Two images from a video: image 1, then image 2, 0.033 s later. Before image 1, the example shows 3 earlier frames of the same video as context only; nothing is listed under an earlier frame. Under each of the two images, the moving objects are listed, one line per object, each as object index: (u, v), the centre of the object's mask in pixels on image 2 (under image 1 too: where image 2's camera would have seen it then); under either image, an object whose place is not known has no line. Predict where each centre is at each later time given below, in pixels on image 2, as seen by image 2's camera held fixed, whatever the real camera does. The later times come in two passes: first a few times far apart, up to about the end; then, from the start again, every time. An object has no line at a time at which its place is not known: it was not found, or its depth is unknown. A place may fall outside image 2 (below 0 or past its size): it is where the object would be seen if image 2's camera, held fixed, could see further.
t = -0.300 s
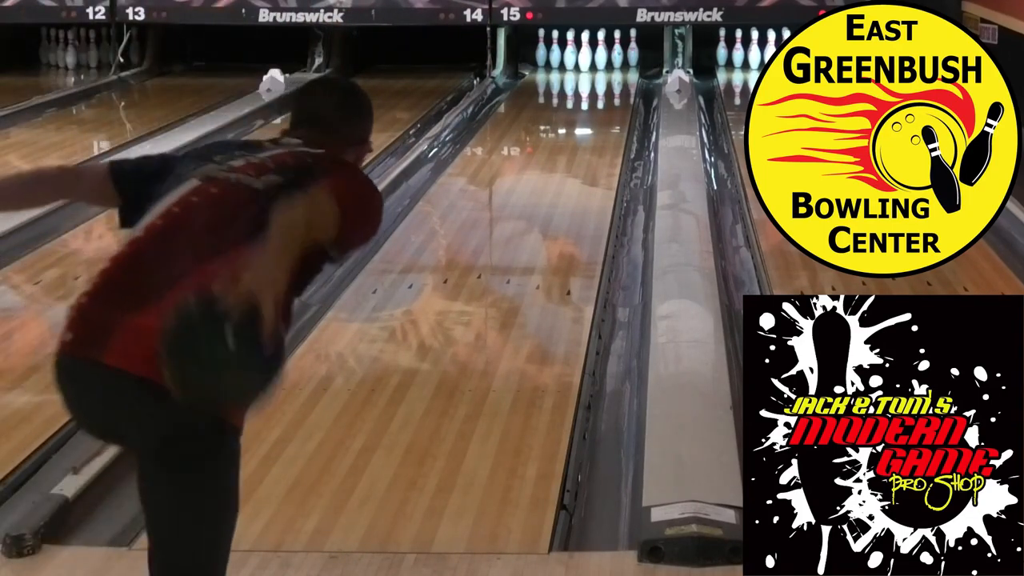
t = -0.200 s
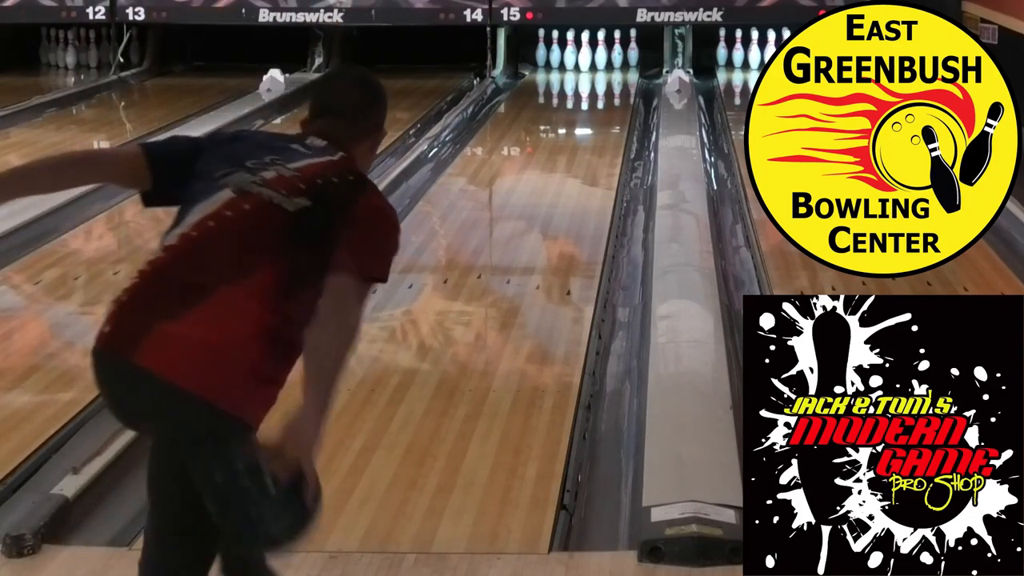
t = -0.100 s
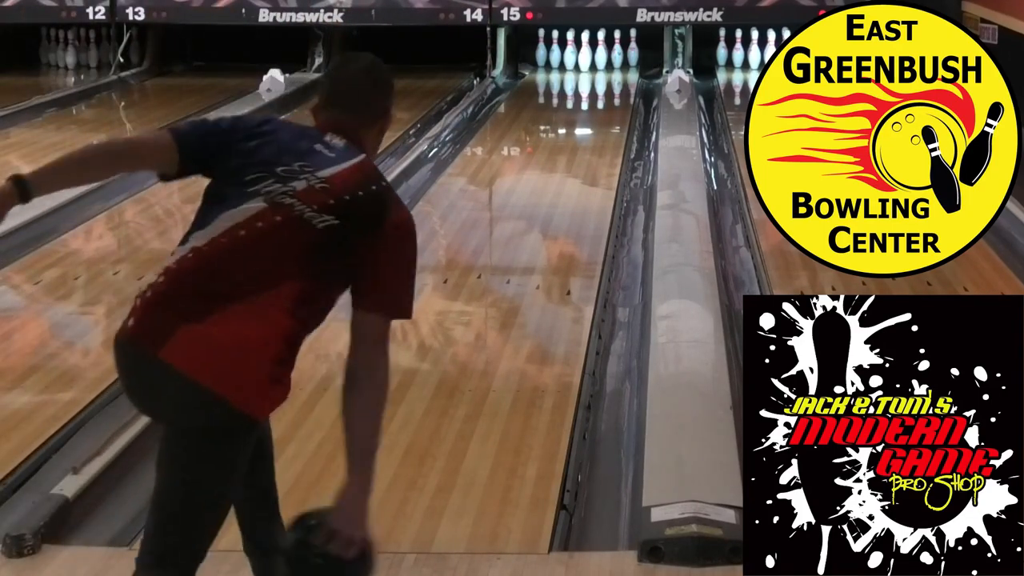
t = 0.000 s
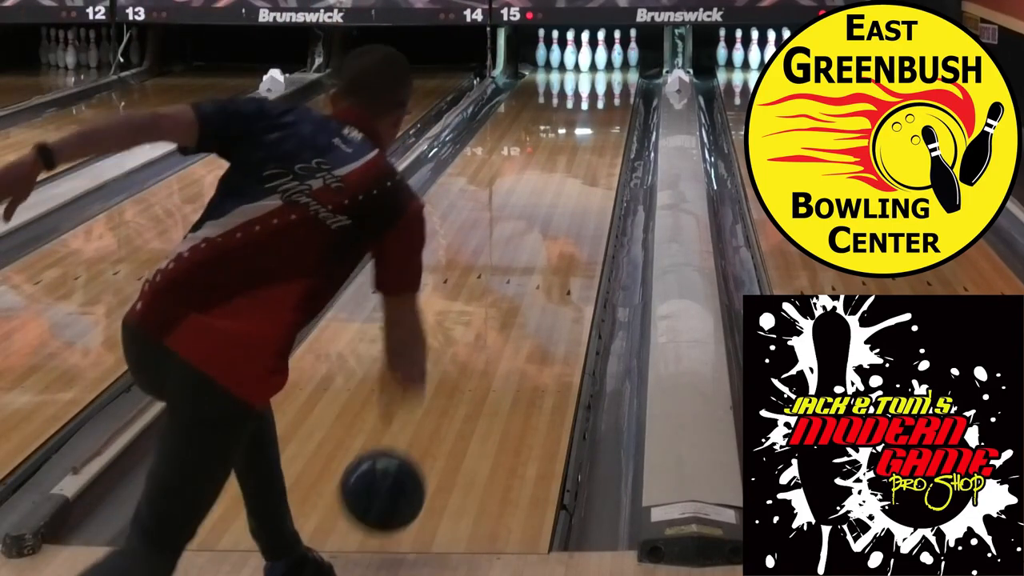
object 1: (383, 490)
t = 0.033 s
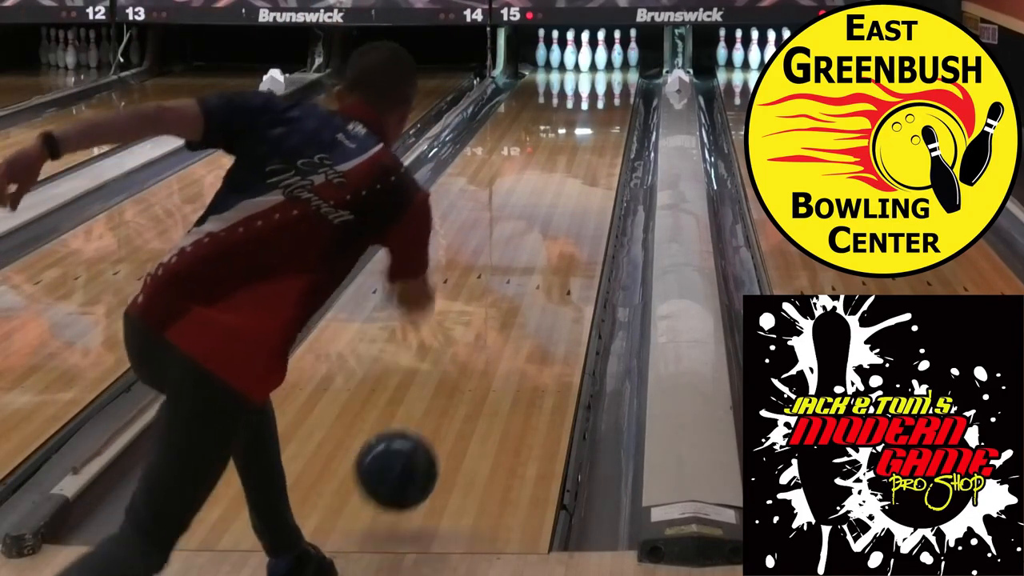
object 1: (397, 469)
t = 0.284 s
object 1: (475, 359)
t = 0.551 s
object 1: (524, 268)
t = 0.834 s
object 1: (557, 203)
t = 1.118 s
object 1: (579, 160)
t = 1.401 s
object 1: (593, 127)
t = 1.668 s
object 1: (601, 104)
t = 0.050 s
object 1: (404, 461)
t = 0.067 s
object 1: (410, 454)
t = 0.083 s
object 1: (416, 448)
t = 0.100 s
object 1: (422, 444)
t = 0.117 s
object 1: (428, 441)
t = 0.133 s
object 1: (434, 433)
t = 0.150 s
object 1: (439, 424)
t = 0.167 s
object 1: (444, 414)
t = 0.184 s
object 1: (449, 406)
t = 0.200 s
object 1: (454, 397)
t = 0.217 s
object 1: (458, 389)
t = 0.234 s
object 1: (462, 381)
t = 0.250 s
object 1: (466, 373)
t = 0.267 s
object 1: (471, 365)
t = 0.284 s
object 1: (475, 359)
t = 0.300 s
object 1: (478, 352)
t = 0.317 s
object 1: (482, 345)
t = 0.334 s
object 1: (486, 338)
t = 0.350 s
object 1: (489, 332)
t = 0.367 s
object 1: (493, 326)
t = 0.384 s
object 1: (496, 320)
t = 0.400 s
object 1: (499, 314)
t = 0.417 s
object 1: (502, 308)
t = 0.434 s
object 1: (505, 303)
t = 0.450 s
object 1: (508, 298)
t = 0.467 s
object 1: (511, 292)
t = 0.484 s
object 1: (513, 287)
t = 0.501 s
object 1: (516, 282)
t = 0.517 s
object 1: (518, 277)
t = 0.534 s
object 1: (521, 272)
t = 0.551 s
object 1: (524, 268)
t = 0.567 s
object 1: (526, 263)
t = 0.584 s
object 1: (528, 259)
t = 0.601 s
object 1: (531, 255)
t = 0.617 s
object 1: (533, 250)
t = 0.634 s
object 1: (535, 246)
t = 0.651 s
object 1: (537, 242)
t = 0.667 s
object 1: (539, 238)
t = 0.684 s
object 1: (541, 234)
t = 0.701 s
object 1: (543, 231)
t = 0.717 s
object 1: (545, 227)
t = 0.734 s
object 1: (547, 223)
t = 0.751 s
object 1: (549, 220)
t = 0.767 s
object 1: (550, 216)
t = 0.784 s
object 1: (552, 213)
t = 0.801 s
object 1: (554, 210)
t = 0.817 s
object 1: (556, 207)
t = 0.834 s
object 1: (557, 203)
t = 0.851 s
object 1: (559, 200)
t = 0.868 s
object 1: (560, 197)
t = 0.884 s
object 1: (562, 194)
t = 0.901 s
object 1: (563, 191)
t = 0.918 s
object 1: (565, 189)
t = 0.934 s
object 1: (566, 186)
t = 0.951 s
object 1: (567, 183)
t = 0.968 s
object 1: (569, 181)
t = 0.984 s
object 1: (570, 178)
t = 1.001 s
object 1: (571, 176)
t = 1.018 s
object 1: (573, 173)
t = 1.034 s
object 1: (574, 171)
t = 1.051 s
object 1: (575, 169)
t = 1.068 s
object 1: (576, 166)
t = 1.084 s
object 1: (577, 164)
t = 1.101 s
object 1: (578, 162)
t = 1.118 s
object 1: (579, 160)
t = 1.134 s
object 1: (580, 158)
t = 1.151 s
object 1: (581, 155)
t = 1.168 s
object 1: (582, 153)
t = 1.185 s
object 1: (583, 151)
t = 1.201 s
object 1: (584, 150)
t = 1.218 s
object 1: (585, 147)
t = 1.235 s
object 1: (586, 145)
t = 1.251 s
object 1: (587, 143)
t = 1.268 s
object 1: (587, 141)
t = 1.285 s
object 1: (588, 139)
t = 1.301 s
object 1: (589, 137)
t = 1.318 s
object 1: (590, 136)
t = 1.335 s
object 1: (590, 134)
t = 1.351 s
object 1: (591, 132)
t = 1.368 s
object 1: (592, 130)
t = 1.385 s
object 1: (593, 129)
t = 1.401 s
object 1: (593, 127)
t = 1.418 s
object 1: (594, 126)
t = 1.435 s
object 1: (594, 124)
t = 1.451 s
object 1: (595, 122)
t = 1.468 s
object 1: (596, 121)
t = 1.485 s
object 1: (596, 119)
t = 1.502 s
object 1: (597, 118)
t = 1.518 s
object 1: (597, 116)
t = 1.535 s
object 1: (597, 115)
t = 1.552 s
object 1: (598, 114)
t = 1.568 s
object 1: (599, 113)
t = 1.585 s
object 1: (599, 111)
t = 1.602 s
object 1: (599, 109)
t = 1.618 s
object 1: (600, 108)
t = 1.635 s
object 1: (601, 107)
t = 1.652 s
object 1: (601, 105)
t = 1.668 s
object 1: (601, 104)
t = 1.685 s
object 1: (602, 102)
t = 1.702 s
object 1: (602, 101)
